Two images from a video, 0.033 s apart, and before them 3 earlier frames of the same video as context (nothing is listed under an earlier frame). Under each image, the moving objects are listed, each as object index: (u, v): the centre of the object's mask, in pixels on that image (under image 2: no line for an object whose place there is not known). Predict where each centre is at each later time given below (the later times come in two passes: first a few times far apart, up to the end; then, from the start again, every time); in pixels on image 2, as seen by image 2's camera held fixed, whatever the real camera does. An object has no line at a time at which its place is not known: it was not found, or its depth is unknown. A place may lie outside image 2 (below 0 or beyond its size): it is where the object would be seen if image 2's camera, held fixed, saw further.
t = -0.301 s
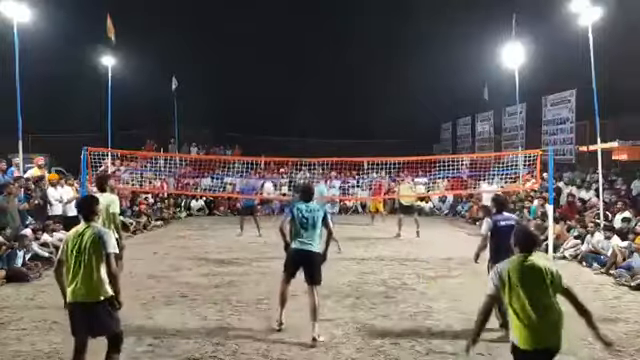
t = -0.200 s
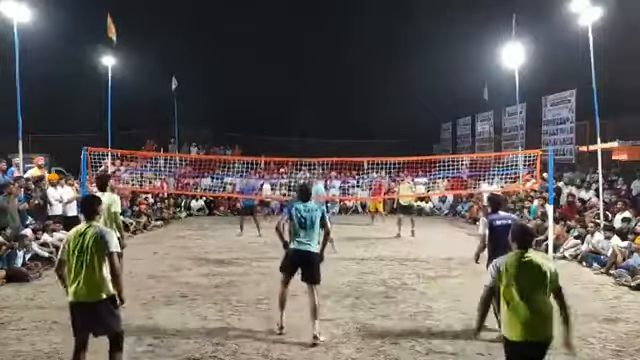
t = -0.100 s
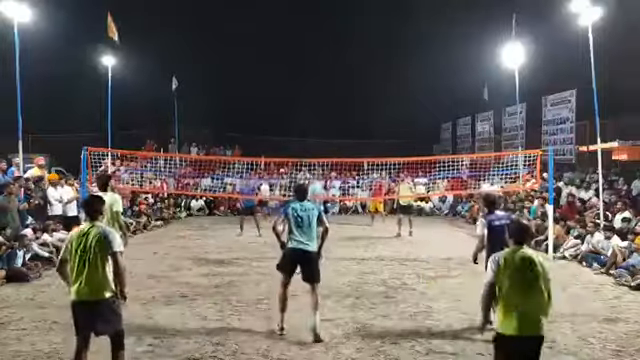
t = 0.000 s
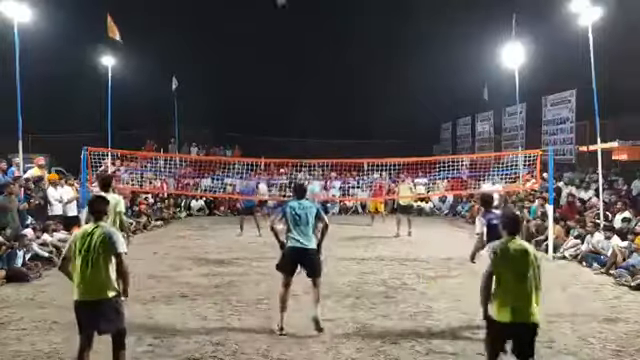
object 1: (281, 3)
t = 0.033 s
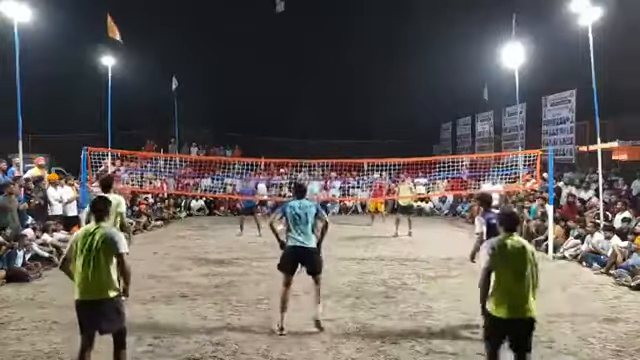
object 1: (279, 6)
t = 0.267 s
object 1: (270, 58)
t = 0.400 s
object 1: (266, 90)
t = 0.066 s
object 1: (278, 13)
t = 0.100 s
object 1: (276, 20)
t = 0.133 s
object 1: (275, 27)
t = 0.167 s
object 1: (274, 35)
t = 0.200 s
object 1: (272, 43)
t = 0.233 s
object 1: (271, 50)
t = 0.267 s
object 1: (270, 58)
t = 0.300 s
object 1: (269, 67)
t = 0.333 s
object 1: (267, 73)
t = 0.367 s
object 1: (267, 82)
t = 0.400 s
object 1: (266, 90)
